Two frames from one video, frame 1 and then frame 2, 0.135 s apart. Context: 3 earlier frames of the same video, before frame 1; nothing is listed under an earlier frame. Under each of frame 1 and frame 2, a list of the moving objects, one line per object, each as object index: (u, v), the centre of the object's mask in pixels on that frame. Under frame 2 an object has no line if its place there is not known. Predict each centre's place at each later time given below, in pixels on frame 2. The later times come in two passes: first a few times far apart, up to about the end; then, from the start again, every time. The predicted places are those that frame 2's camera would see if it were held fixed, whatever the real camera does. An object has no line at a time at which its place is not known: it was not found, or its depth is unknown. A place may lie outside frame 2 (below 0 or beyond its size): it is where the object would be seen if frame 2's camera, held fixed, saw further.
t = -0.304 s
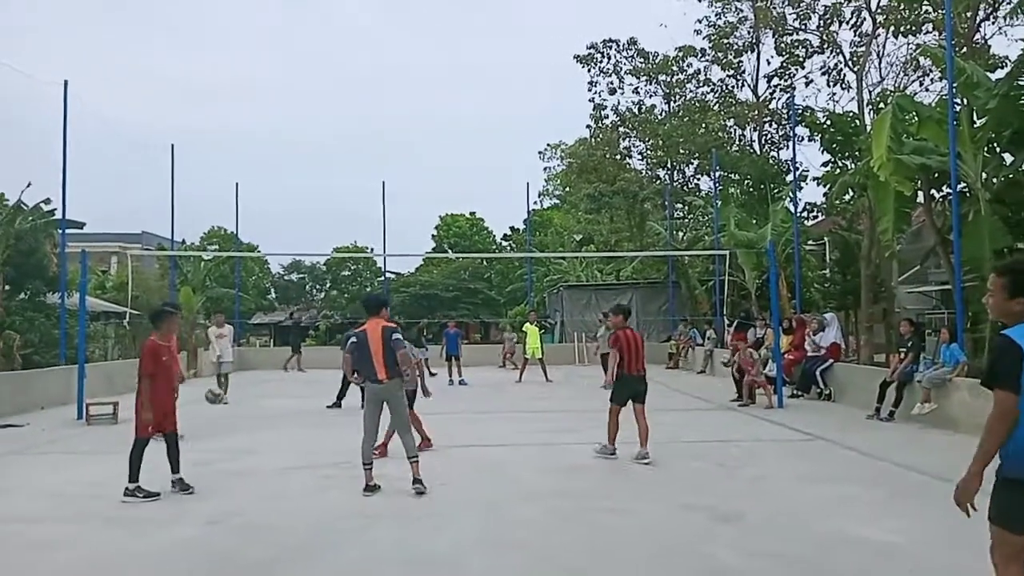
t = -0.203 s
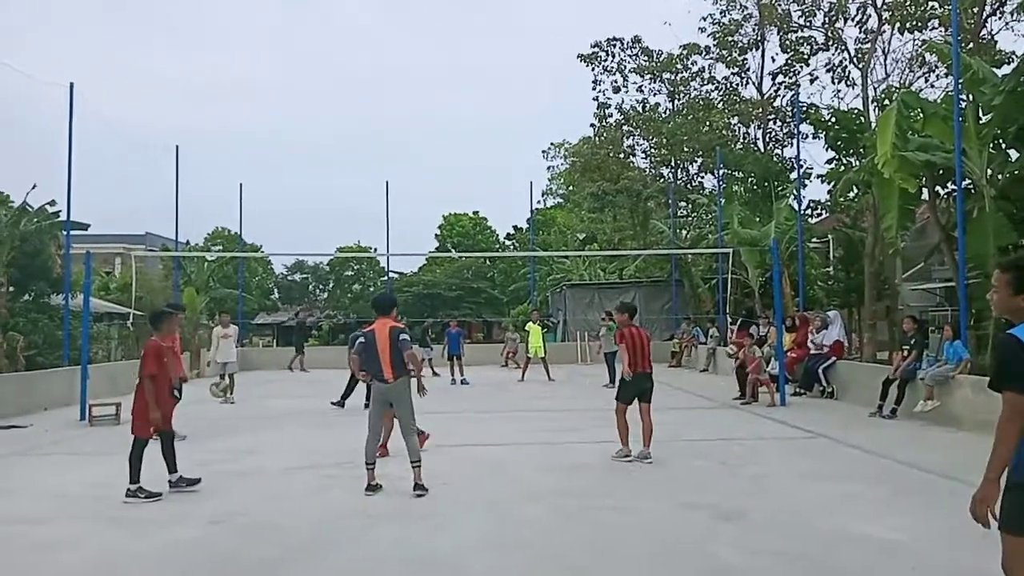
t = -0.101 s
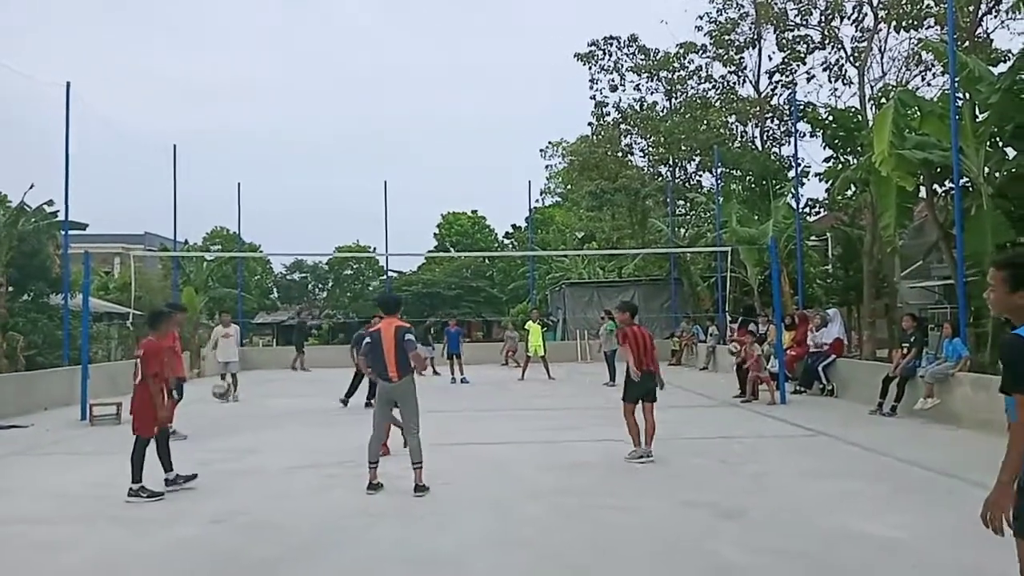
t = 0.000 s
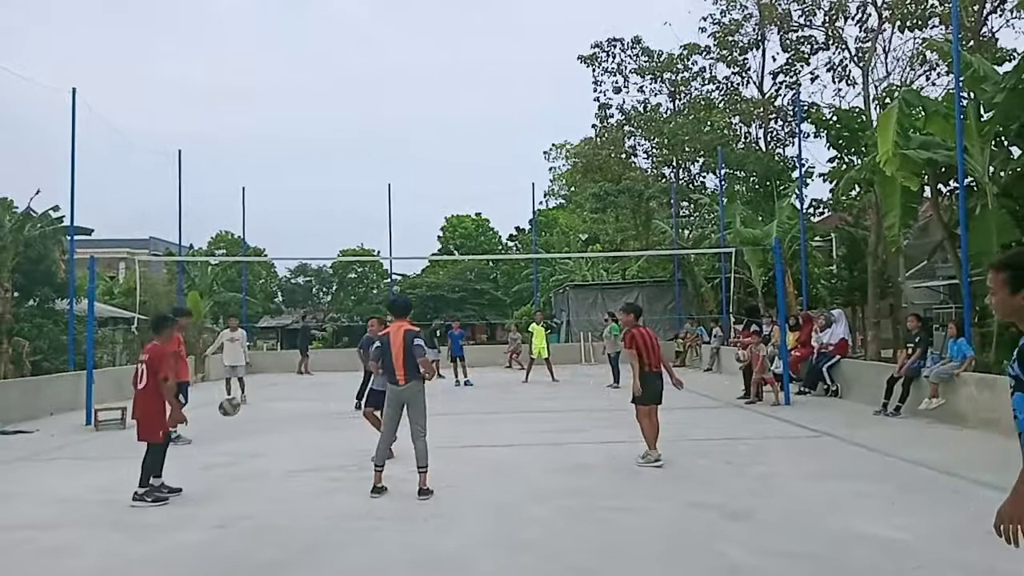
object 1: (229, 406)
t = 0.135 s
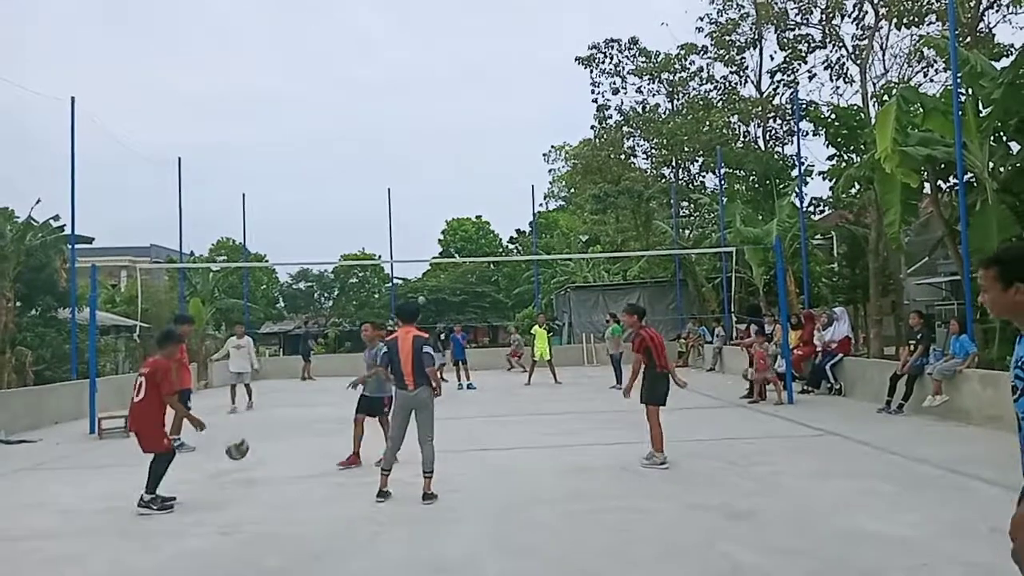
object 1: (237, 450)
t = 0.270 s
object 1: (243, 463)
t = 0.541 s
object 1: (258, 451)
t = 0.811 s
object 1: (281, 534)
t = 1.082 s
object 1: (316, 521)
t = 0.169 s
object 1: (238, 461)
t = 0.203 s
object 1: (239, 477)
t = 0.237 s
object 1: (240, 470)
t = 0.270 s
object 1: (243, 463)
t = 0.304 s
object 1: (245, 456)
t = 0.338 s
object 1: (246, 452)
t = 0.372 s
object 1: (248, 448)
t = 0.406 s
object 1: (250, 445)
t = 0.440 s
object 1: (251, 444)
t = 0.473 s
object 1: (253, 444)
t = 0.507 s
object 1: (255, 447)
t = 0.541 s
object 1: (258, 451)
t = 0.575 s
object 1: (261, 455)
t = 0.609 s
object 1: (264, 462)
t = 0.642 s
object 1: (266, 472)
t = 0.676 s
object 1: (269, 483)
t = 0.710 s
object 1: (272, 497)
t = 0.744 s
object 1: (276, 513)
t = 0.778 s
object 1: (279, 533)
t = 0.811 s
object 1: (281, 534)
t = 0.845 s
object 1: (284, 526)
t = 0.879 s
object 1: (288, 519)
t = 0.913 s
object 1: (293, 515)
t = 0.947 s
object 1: (299, 511)
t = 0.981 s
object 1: (304, 510)
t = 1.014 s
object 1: (309, 511)
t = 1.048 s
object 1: (312, 515)
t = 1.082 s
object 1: (316, 521)
